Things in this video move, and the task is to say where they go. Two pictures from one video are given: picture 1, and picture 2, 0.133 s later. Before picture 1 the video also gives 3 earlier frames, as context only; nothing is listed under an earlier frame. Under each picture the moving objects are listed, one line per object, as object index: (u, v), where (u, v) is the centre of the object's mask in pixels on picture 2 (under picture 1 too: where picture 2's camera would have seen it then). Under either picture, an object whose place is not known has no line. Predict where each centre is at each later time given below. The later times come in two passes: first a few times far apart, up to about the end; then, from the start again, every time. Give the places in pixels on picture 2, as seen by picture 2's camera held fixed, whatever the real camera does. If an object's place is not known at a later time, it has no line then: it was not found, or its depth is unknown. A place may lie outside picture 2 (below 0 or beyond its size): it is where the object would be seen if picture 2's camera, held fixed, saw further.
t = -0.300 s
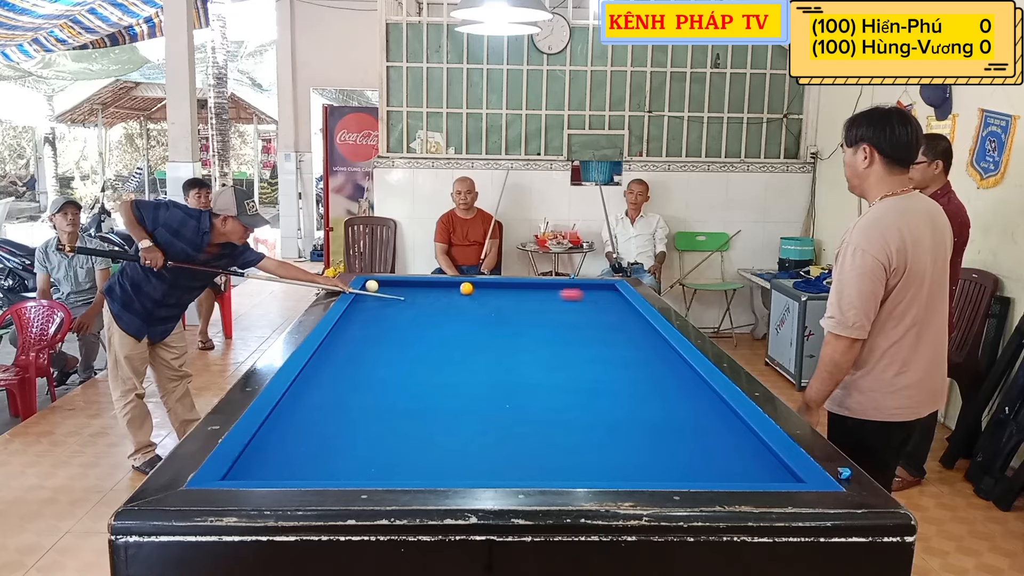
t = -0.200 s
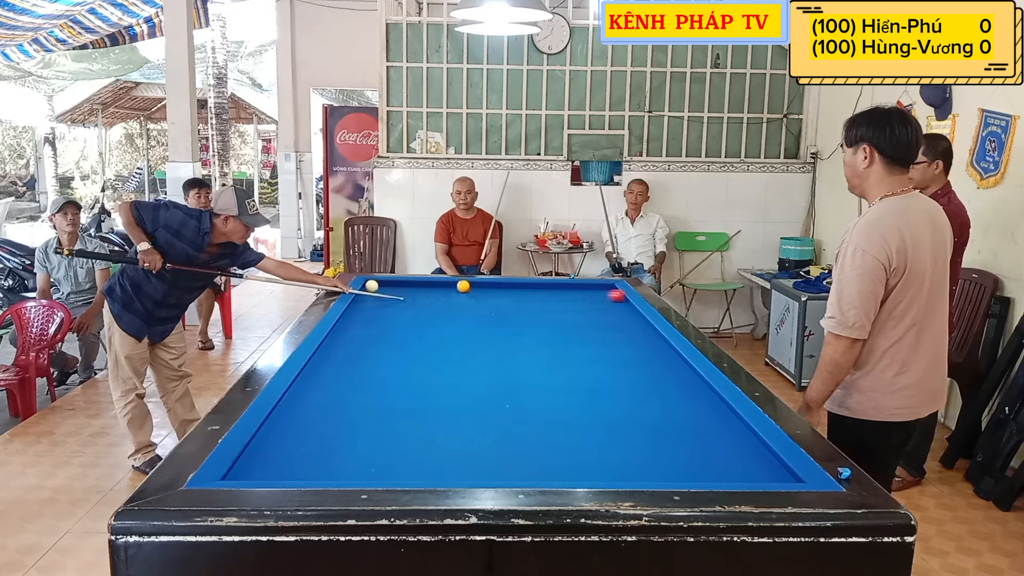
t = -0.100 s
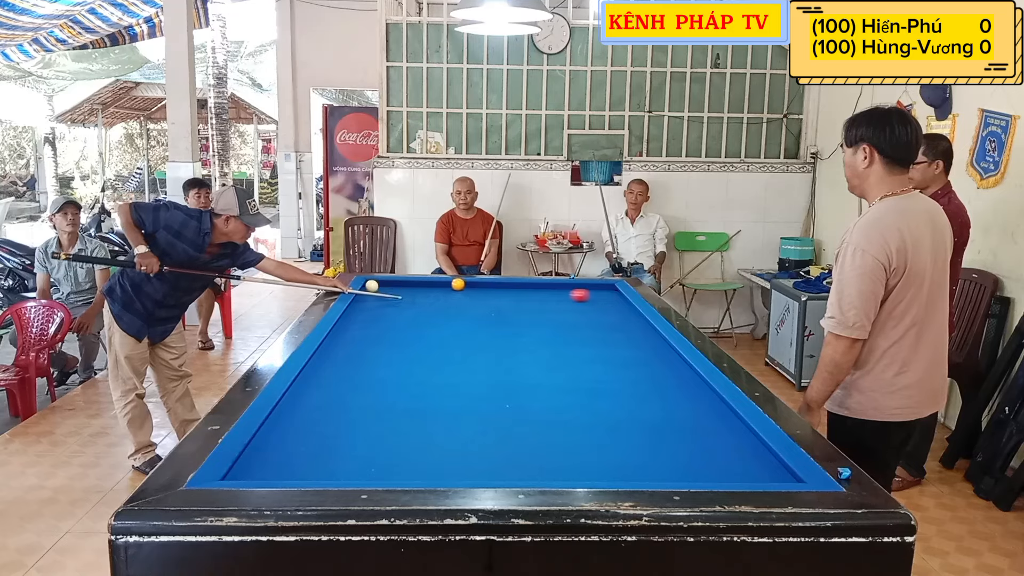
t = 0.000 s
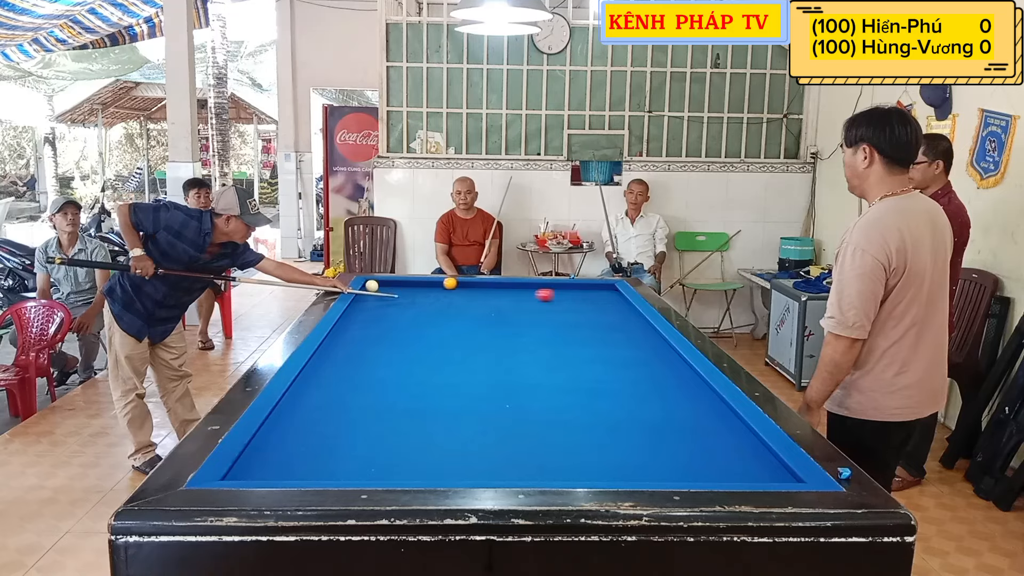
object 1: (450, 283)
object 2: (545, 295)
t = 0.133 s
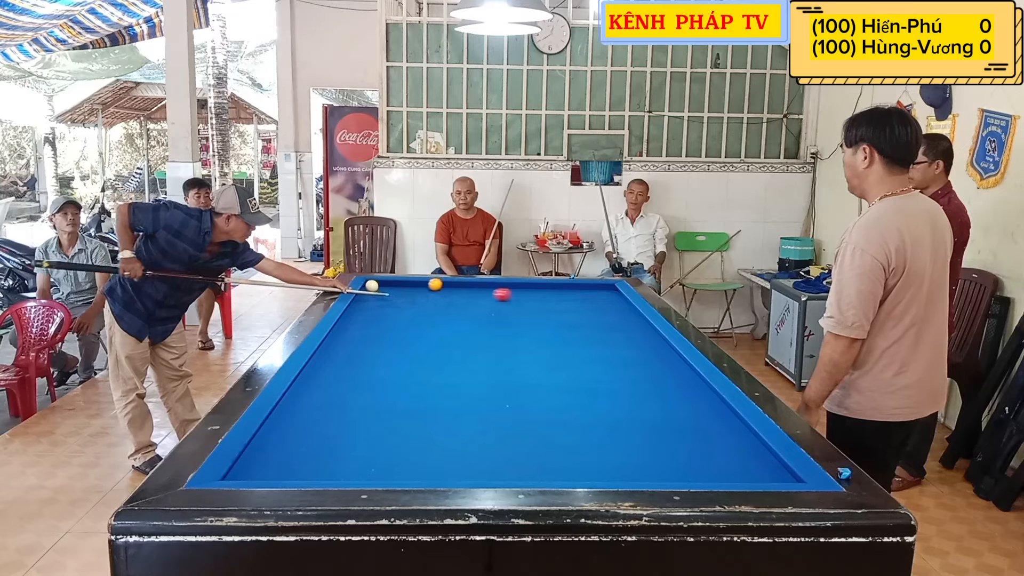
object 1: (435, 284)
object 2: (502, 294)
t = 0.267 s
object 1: (420, 285)
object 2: (464, 294)
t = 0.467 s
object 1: (397, 286)
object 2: (408, 294)
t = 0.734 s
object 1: (374, 289)
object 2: (385, 294)
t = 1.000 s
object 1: (368, 292)
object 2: (427, 294)
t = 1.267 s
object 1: (373, 296)
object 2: (464, 295)
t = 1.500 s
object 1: (377, 300)
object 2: (495, 296)
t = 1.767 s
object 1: (381, 304)
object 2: (531, 297)
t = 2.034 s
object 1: (386, 308)
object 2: (565, 297)
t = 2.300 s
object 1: (391, 312)
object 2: (598, 298)
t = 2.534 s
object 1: (395, 316)
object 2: (619, 298)
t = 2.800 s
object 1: (400, 320)
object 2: (601, 298)
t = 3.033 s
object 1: (405, 324)
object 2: (588, 298)
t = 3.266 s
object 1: (409, 327)
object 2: (576, 298)
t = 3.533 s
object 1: (414, 331)
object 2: (561, 298)
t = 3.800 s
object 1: (419, 335)
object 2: (548, 298)
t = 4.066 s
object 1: (424, 339)
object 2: (536, 298)
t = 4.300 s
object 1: (428, 342)
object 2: (526, 298)
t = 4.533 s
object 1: (432, 346)
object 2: (516, 298)
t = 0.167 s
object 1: (432, 284)
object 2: (492, 294)
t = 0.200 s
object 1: (428, 284)
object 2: (482, 294)
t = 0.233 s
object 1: (424, 285)
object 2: (473, 294)
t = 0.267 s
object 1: (420, 285)
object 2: (464, 294)
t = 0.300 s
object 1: (417, 285)
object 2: (454, 294)
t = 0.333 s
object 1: (413, 285)
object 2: (445, 294)
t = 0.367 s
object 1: (409, 285)
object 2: (435, 294)
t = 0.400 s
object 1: (405, 285)
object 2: (426, 294)
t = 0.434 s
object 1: (402, 286)
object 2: (417, 294)
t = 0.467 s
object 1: (397, 286)
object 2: (408, 294)
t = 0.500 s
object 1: (394, 285)
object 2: (399, 294)
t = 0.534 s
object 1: (390, 285)
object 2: (389, 294)
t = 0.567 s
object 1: (387, 286)
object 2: (380, 294)
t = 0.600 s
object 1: (383, 287)
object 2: (370, 294)
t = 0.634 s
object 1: (381, 288)
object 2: (364, 294)
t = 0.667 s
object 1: (380, 287)
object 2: (369, 294)
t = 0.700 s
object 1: (377, 286)
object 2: (378, 294)
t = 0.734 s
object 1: (374, 289)
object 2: (385, 294)
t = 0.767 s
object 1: (373, 290)
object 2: (391, 294)
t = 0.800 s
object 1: (371, 290)
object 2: (397, 294)
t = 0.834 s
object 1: (368, 290)
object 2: (403, 294)
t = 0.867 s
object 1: (366, 290)
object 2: (408, 294)
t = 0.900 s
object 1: (365, 291)
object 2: (413, 294)
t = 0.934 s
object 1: (366, 291)
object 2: (418, 294)
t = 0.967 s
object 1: (367, 292)
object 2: (422, 294)
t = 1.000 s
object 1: (368, 292)
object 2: (427, 294)
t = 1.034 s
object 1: (368, 293)
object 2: (432, 295)
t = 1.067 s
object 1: (369, 293)
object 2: (436, 295)
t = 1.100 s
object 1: (370, 293)
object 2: (441, 295)
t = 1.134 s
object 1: (371, 294)
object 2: (446, 295)
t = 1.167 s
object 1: (371, 294)
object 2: (450, 295)
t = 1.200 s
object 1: (371, 295)
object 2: (455, 295)
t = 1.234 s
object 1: (372, 295)
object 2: (459, 295)
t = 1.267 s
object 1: (373, 296)
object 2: (464, 295)
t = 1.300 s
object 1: (373, 297)
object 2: (468, 295)
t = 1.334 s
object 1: (374, 297)
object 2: (473, 295)
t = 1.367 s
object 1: (374, 297)
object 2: (477, 296)
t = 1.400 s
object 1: (375, 298)
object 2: (482, 296)
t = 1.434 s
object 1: (375, 299)
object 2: (486, 296)
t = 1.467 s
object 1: (376, 299)
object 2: (491, 296)
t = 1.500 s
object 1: (377, 300)
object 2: (495, 296)
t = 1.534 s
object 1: (377, 300)
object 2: (500, 296)
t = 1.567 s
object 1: (378, 301)
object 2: (504, 296)
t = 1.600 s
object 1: (378, 301)
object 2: (509, 296)
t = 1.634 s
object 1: (379, 302)
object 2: (513, 296)
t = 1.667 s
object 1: (380, 302)
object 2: (518, 296)
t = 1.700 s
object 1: (380, 303)
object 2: (522, 296)
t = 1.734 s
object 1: (381, 303)
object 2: (526, 296)
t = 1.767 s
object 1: (381, 304)
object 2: (531, 297)
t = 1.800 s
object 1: (382, 304)
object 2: (535, 297)
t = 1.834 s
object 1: (383, 305)
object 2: (539, 297)
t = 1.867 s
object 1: (383, 305)
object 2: (544, 297)
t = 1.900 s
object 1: (384, 306)
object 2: (548, 297)
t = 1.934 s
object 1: (384, 306)
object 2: (552, 297)
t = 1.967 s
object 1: (385, 307)
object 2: (557, 297)
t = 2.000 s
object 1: (386, 308)
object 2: (561, 297)
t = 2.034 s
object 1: (386, 308)
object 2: (565, 297)
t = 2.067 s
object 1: (387, 308)
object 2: (569, 297)
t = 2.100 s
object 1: (387, 309)
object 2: (573, 297)
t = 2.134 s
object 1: (388, 310)
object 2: (578, 297)
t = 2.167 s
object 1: (389, 310)
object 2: (582, 298)
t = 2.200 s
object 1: (389, 311)
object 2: (586, 298)
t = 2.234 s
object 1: (390, 311)
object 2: (590, 298)
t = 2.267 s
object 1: (390, 312)
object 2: (594, 298)
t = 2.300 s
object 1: (391, 312)
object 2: (598, 298)
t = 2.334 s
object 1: (392, 313)
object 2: (603, 298)
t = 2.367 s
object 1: (392, 313)
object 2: (607, 298)
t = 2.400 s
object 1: (393, 314)
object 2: (611, 298)
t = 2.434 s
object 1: (394, 314)
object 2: (615, 298)
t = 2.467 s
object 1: (394, 315)
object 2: (619, 298)
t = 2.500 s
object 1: (395, 315)
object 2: (621, 298)
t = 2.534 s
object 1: (395, 316)
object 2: (619, 298)
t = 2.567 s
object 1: (396, 316)
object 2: (616, 298)
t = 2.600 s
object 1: (397, 317)
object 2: (613, 298)
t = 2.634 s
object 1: (397, 317)
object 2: (611, 298)
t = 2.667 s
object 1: (398, 318)
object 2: (609, 298)
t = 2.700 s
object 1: (399, 318)
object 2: (607, 298)
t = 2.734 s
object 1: (399, 319)
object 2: (605, 298)
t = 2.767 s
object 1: (400, 320)
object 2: (603, 298)
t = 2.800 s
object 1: (400, 320)
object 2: (601, 298)
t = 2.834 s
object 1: (401, 320)
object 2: (599, 298)
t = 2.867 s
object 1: (402, 321)
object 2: (598, 298)
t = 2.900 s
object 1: (402, 322)
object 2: (596, 298)
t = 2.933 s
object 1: (403, 322)
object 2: (594, 298)
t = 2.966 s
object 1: (404, 323)
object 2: (592, 298)
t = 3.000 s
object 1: (404, 323)
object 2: (590, 298)
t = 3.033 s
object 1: (405, 324)
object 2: (588, 298)
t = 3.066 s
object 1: (406, 324)
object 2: (586, 298)
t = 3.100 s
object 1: (406, 325)
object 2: (584, 298)
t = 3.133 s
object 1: (407, 325)
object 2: (582, 298)
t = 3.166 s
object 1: (407, 326)
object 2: (581, 298)
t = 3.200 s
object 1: (408, 326)
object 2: (579, 298)
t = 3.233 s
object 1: (409, 327)
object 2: (577, 298)
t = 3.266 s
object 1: (409, 327)
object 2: (576, 298)
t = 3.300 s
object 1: (410, 328)
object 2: (574, 298)
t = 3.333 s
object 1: (411, 328)
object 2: (572, 298)
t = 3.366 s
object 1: (411, 329)
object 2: (570, 298)
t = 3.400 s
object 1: (412, 329)
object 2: (568, 298)
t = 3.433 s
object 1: (412, 330)
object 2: (567, 298)
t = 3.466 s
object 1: (413, 330)
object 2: (565, 298)
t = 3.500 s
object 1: (414, 331)
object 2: (563, 298)
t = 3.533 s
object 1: (414, 331)
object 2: (561, 298)
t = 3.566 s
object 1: (415, 331)
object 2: (560, 298)
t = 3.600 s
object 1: (416, 332)
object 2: (558, 298)
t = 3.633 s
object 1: (416, 333)
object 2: (557, 298)
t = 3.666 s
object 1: (417, 333)
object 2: (555, 298)
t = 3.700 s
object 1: (417, 334)
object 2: (553, 298)
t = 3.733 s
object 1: (418, 334)
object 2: (552, 298)
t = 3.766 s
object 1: (419, 335)
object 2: (550, 298)
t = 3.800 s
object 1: (419, 335)
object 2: (548, 298)
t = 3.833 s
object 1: (420, 336)
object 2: (547, 298)
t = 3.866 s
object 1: (420, 336)
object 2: (545, 298)
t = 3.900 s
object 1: (421, 336)
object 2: (544, 298)
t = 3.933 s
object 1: (421, 337)
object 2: (542, 298)
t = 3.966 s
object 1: (422, 338)
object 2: (541, 298)
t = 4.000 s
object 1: (423, 338)
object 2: (539, 298)
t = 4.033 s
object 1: (423, 339)
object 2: (538, 298)
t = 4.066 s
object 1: (424, 339)
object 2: (536, 298)
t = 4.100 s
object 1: (424, 340)
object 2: (535, 298)
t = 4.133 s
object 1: (425, 340)
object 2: (533, 298)
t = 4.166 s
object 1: (425, 340)
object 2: (532, 298)
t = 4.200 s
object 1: (426, 341)
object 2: (530, 298)
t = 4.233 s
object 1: (427, 341)
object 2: (529, 298)
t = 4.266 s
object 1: (427, 342)
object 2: (528, 298)
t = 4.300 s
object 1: (428, 342)
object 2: (526, 298)
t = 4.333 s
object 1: (428, 343)
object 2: (525, 298)
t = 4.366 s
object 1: (429, 343)
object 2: (523, 298)
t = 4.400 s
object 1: (430, 344)
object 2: (522, 298)
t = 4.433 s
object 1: (430, 344)
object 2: (521, 298)
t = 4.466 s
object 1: (431, 344)
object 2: (519, 298)
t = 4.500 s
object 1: (431, 345)
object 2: (518, 298)
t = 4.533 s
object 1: (432, 346)
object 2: (516, 298)
